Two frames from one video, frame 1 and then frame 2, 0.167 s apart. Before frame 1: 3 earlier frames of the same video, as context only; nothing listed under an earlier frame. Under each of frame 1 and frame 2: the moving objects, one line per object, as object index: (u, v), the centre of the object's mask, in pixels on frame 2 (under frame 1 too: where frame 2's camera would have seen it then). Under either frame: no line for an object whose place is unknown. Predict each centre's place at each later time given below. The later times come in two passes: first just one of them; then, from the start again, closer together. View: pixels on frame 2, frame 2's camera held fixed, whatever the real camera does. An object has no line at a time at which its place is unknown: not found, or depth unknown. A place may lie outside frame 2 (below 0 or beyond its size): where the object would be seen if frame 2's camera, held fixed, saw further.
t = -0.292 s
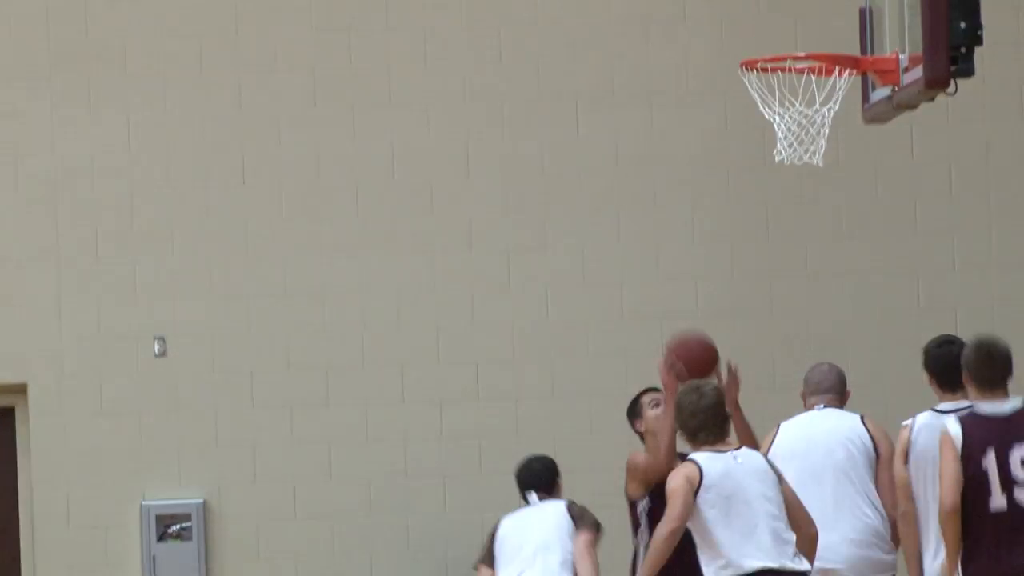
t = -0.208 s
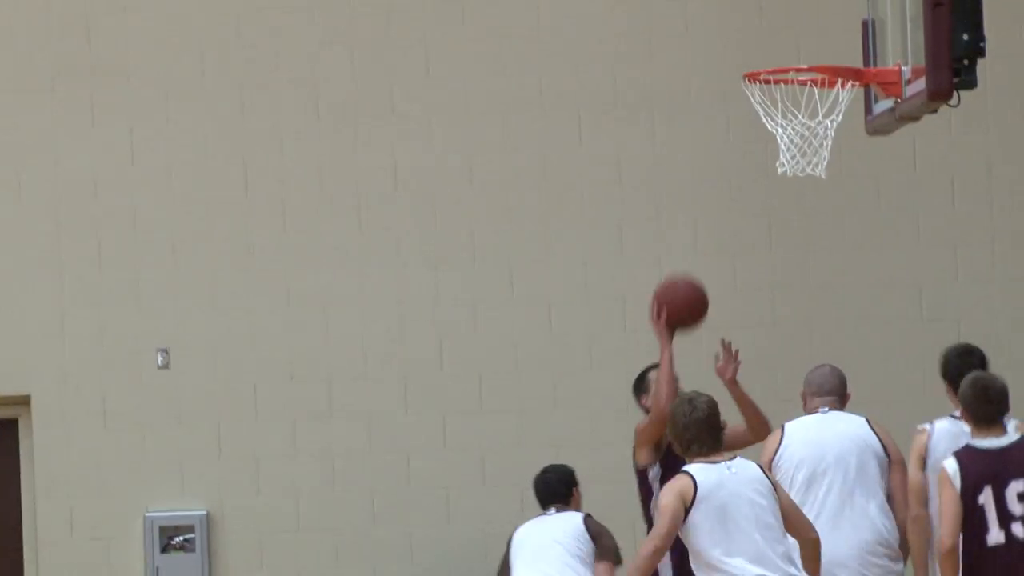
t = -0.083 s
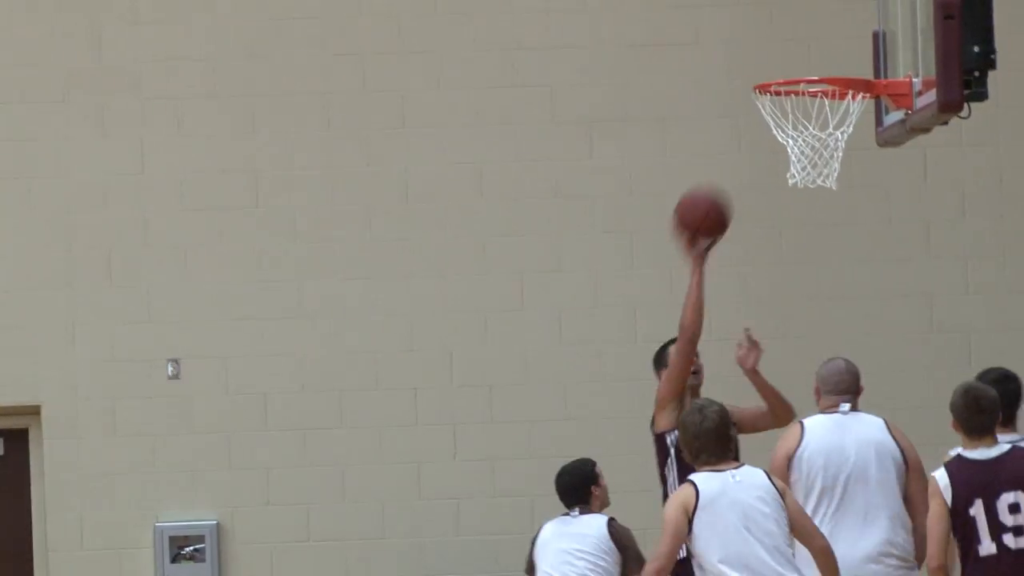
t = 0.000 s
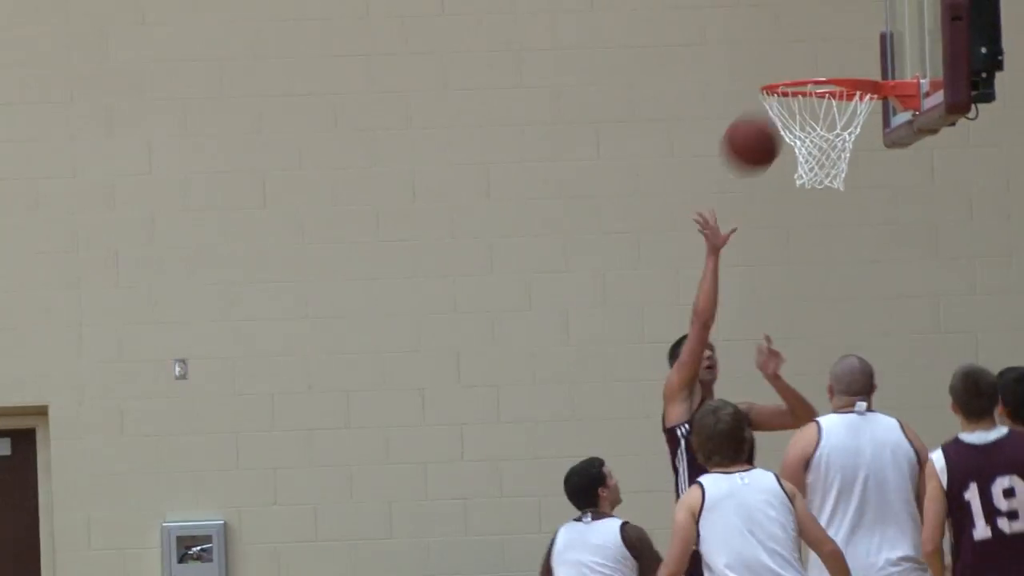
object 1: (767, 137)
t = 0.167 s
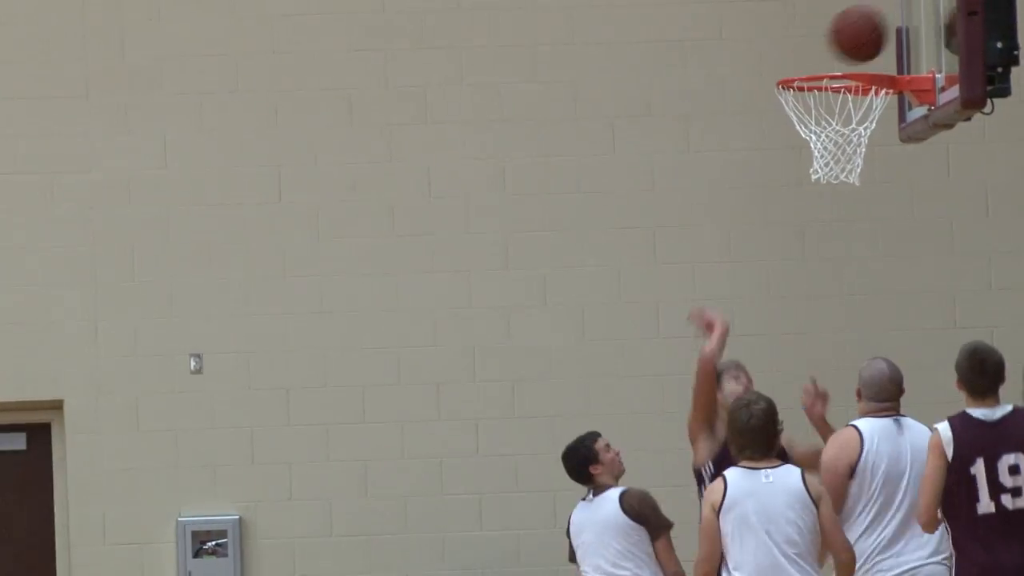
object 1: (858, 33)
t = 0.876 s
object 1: (863, 149)
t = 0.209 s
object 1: (881, 21)
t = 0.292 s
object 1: (869, 16)
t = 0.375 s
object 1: (840, 31)
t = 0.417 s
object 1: (826, 44)
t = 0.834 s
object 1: (869, 138)
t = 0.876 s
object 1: (863, 149)
